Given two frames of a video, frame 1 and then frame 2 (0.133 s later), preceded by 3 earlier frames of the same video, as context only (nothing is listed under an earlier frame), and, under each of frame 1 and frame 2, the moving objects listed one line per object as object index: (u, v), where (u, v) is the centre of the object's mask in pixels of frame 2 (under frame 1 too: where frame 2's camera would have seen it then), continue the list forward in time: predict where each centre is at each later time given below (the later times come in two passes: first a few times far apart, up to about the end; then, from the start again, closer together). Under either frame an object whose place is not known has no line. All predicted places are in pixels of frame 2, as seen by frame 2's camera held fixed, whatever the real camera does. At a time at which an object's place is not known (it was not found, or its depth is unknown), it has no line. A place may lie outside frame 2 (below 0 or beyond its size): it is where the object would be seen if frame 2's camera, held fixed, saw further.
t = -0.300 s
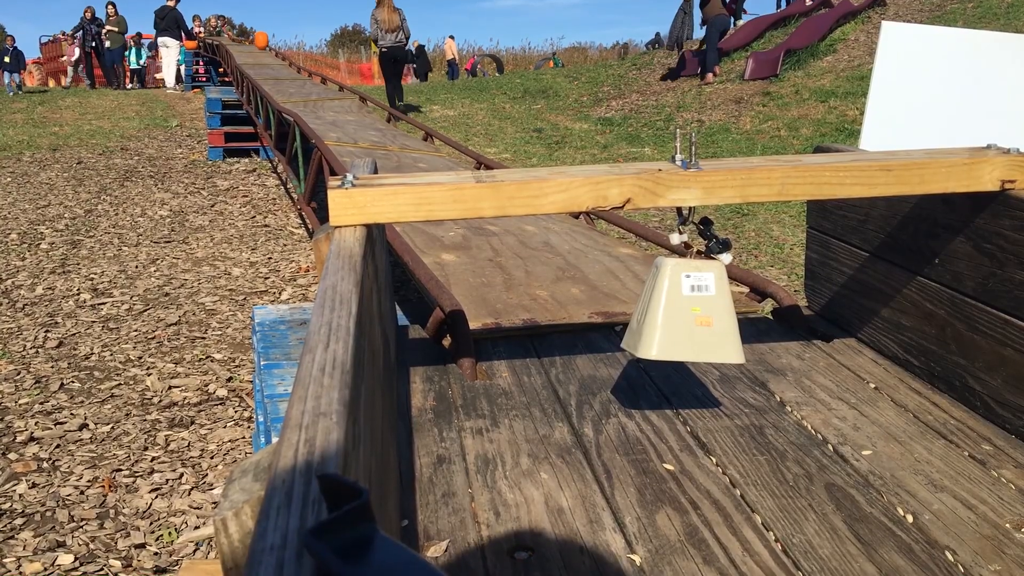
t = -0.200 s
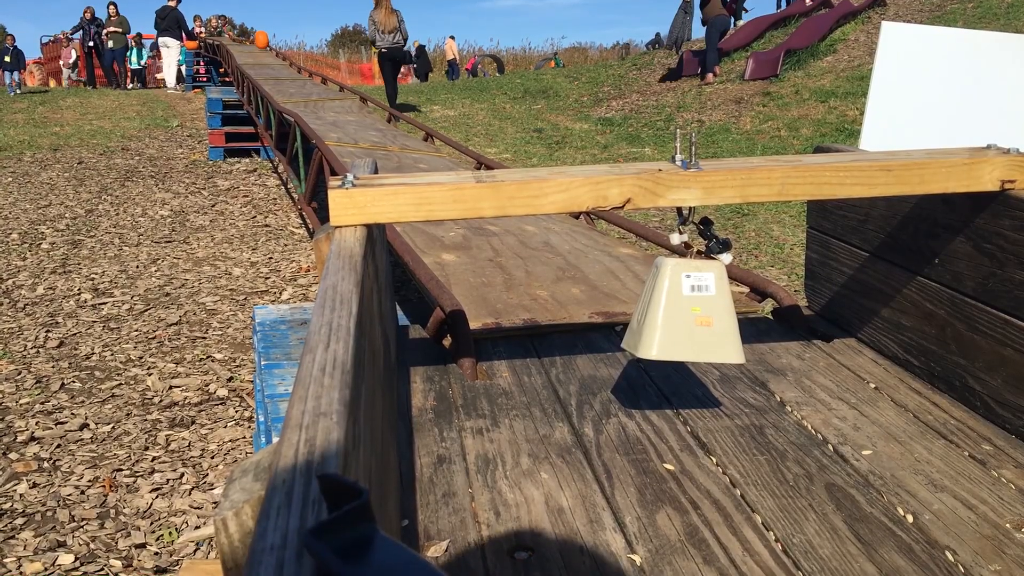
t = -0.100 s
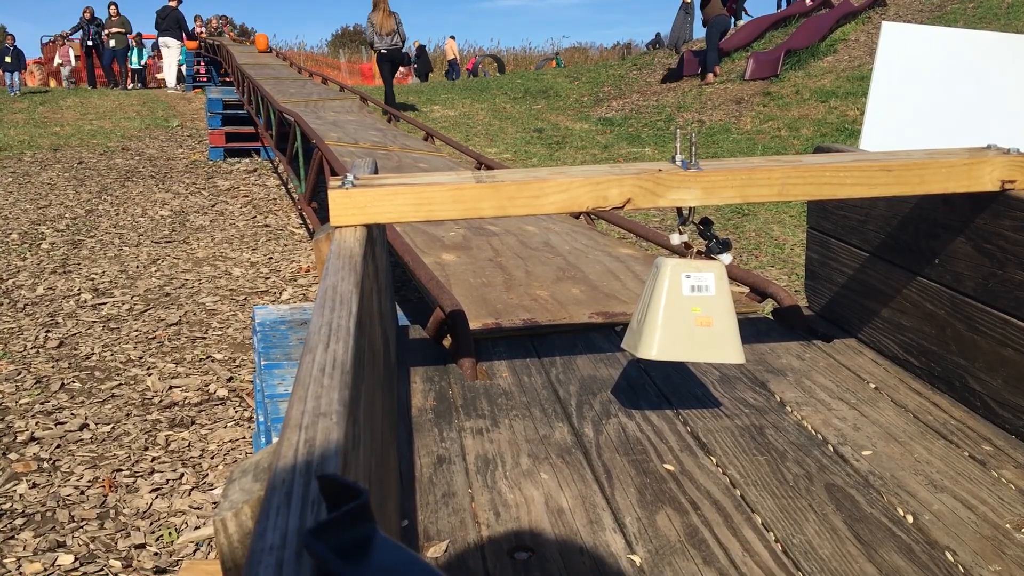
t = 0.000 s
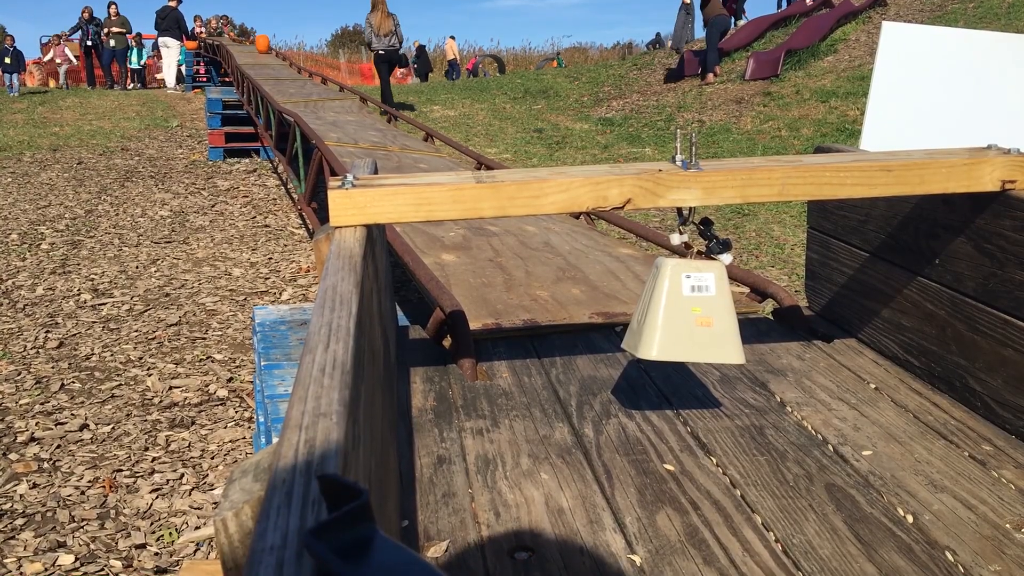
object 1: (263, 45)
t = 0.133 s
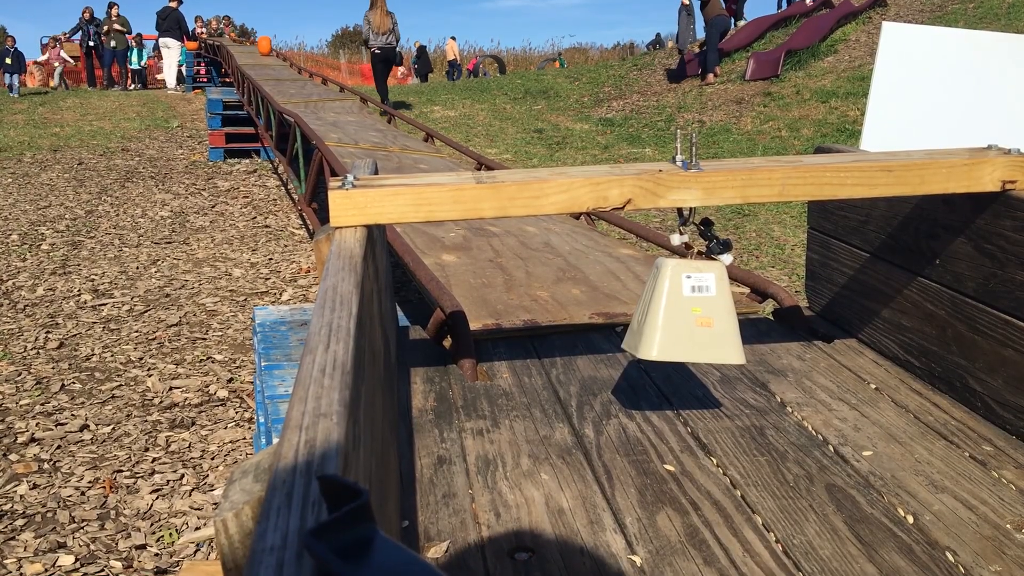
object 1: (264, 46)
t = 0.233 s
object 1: (266, 47)
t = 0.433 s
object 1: (271, 49)
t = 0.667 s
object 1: (278, 52)
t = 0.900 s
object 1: (281, 57)
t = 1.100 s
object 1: (282, 60)
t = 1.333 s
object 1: (286, 63)
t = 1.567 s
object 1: (291, 66)
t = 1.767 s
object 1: (297, 72)
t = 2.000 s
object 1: (308, 77)
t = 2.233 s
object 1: (319, 88)
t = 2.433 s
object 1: (334, 98)
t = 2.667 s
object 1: (364, 107)
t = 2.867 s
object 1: (413, 130)
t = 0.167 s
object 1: (265, 47)
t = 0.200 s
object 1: (266, 46)
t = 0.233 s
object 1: (266, 47)
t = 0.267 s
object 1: (267, 48)
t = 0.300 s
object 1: (267, 49)
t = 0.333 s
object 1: (268, 48)
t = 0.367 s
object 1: (269, 48)
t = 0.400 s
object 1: (270, 49)
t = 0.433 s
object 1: (271, 49)
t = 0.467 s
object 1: (271, 48)
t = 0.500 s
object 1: (273, 49)
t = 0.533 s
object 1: (274, 50)
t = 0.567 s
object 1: (275, 51)
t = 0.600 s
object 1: (275, 51)
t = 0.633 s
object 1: (277, 51)
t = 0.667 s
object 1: (278, 52)
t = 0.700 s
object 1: (279, 52)
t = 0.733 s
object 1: (280, 53)
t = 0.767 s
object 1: (282, 54)
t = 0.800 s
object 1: (281, 55)
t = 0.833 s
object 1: (281, 57)
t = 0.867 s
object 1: (281, 57)
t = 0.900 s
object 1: (281, 57)
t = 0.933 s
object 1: (281, 58)
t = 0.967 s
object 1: (281, 58)
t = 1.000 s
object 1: (282, 59)
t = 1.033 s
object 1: (282, 60)
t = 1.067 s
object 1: (282, 60)
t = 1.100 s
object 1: (282, 60)
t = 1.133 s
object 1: (283, 60)
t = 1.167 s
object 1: (283, 60)
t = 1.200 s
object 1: (284, 61)
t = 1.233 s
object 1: (284, 62)
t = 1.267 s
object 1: (285, 62)
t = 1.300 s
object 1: (285, 63)
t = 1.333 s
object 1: (286, 63)
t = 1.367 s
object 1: (287, 62)
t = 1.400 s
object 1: (287, 62)
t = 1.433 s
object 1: (288, 63)
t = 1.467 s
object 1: (289, 64)
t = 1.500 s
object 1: (290, 65)
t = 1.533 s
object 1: (290, 67)
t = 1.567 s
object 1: (291, 66)
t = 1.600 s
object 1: (293, 65)
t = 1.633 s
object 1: (293, 67)
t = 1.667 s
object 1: (295, 69)
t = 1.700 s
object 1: (295, 71)
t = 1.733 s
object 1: (297, 72)
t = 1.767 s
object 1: (297, 72)
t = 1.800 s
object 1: (299, 73)
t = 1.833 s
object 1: (301, 74)
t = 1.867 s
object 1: (302, 75)
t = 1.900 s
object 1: (303, 75)
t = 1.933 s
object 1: (304, 76)
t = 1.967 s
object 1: (306, 77)
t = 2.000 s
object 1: (308, 77)
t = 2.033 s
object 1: (309, 78)
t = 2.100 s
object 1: (312, 78)
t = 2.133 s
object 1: (315, 81)
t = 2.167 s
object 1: (315, 83)
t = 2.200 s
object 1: (318, 85)
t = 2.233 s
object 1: (319, 88)
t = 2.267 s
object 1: (321, 89)
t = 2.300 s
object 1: (323, 90)
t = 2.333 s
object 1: (325, 93)
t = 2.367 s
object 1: (329, 94)
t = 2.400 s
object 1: (331, 95)
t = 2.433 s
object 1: (334, 98)
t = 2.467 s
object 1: (337, 98)
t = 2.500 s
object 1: (341, 99)
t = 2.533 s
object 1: (344, 102)
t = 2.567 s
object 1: (349, 102)
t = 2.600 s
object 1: (355, 104)
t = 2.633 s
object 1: (359, 107)
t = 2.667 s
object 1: (364, 107)
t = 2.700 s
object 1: (370, 110)
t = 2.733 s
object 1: (378, 113)
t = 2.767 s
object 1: (386, 116)
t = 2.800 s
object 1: (394, 121)
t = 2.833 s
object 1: (403, 126)
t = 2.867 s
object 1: (413, 130)
